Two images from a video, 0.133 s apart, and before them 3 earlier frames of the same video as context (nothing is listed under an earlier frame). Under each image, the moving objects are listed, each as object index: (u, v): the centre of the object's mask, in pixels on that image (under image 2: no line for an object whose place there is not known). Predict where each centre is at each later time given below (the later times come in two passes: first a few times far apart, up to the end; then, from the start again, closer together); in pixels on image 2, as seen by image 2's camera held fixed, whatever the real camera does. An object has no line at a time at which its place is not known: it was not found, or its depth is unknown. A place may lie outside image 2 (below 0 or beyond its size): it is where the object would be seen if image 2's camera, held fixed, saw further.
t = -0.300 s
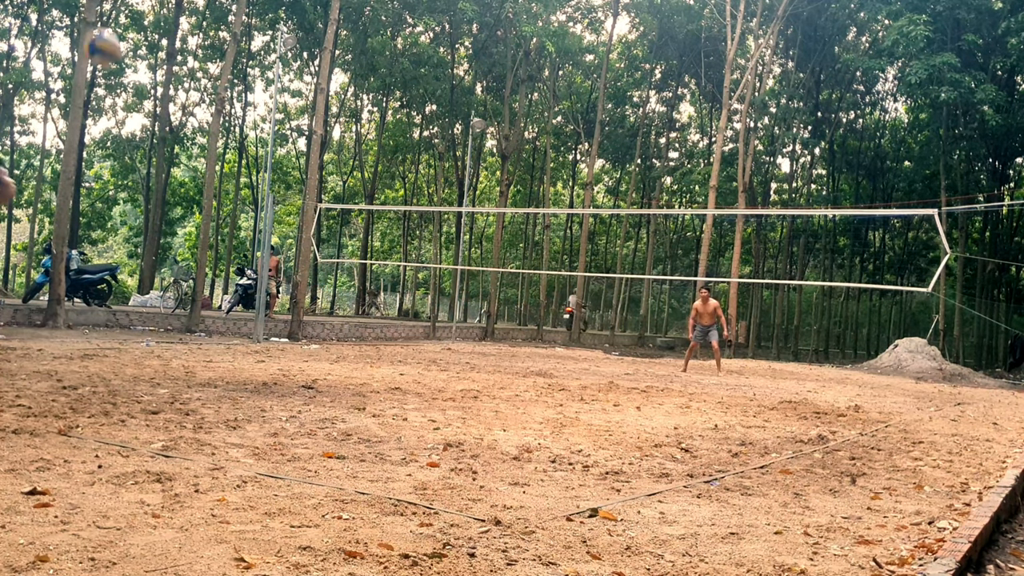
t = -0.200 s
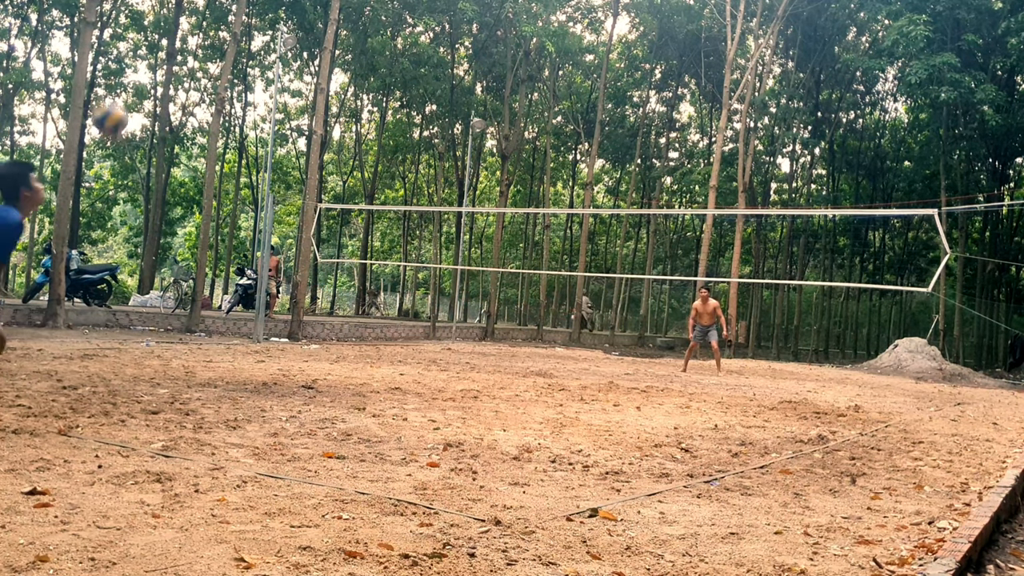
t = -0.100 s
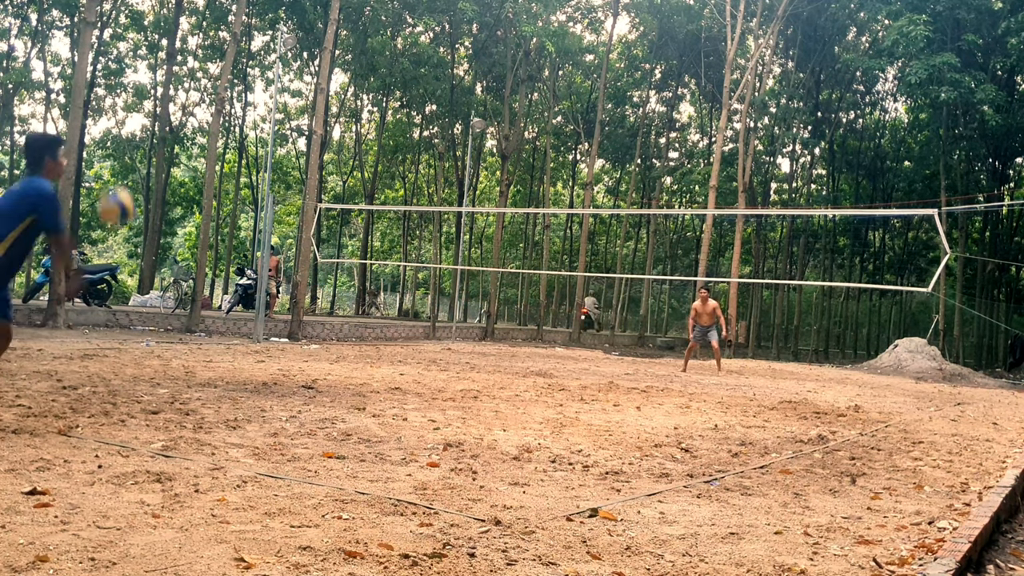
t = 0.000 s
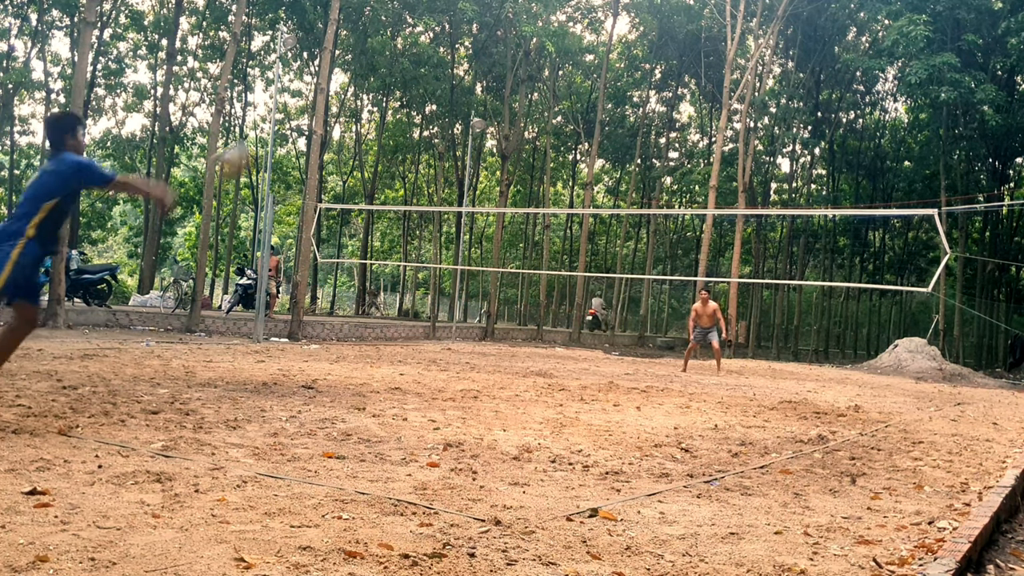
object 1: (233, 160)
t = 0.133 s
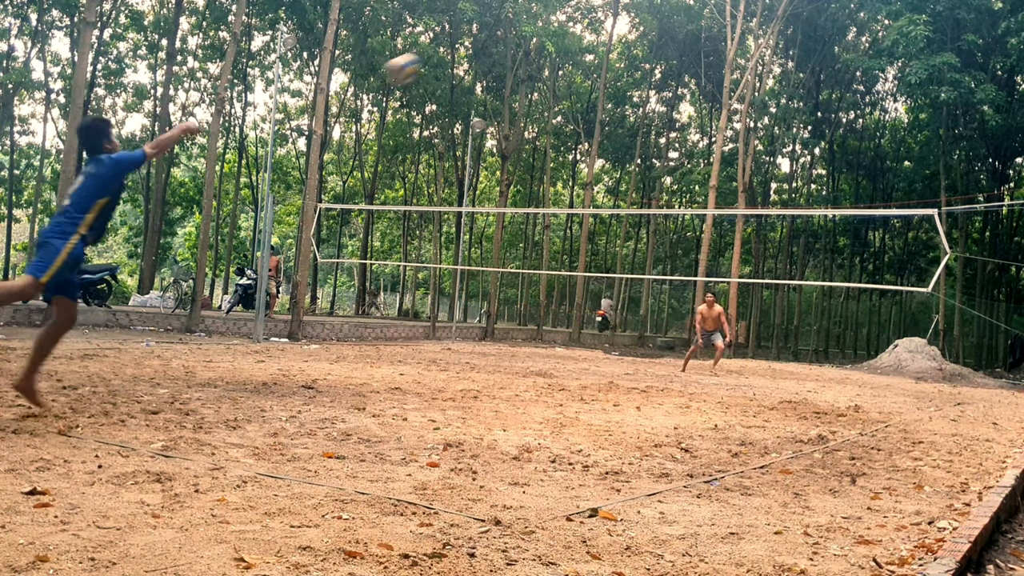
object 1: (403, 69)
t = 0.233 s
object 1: (495, 35)
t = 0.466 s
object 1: (642, 18)
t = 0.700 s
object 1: (735, 57)
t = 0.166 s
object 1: (435, 54)
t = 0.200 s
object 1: (467, 42)
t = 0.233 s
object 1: (495, 35)
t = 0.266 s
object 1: (519, 28)
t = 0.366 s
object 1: (587, 16)
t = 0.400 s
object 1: (609, 16)
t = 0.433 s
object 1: (626, 16)
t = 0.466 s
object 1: (642, 18)
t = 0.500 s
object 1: (658, 23)
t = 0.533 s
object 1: (672, 26)
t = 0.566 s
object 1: (687, 31)
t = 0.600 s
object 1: (701, 37)
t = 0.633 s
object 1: (713, 42)
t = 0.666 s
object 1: (724, 49)
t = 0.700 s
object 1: (735, 57)
